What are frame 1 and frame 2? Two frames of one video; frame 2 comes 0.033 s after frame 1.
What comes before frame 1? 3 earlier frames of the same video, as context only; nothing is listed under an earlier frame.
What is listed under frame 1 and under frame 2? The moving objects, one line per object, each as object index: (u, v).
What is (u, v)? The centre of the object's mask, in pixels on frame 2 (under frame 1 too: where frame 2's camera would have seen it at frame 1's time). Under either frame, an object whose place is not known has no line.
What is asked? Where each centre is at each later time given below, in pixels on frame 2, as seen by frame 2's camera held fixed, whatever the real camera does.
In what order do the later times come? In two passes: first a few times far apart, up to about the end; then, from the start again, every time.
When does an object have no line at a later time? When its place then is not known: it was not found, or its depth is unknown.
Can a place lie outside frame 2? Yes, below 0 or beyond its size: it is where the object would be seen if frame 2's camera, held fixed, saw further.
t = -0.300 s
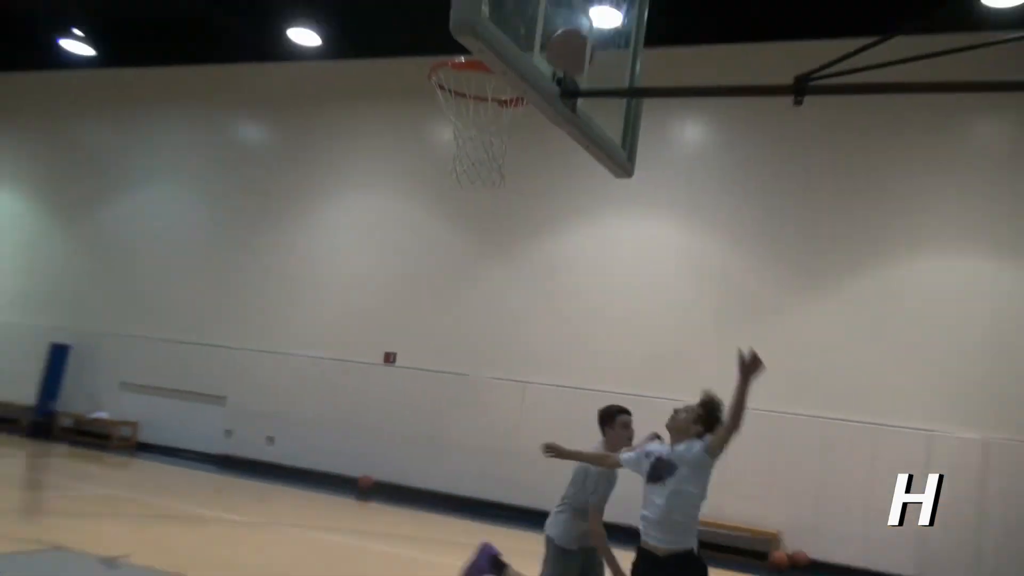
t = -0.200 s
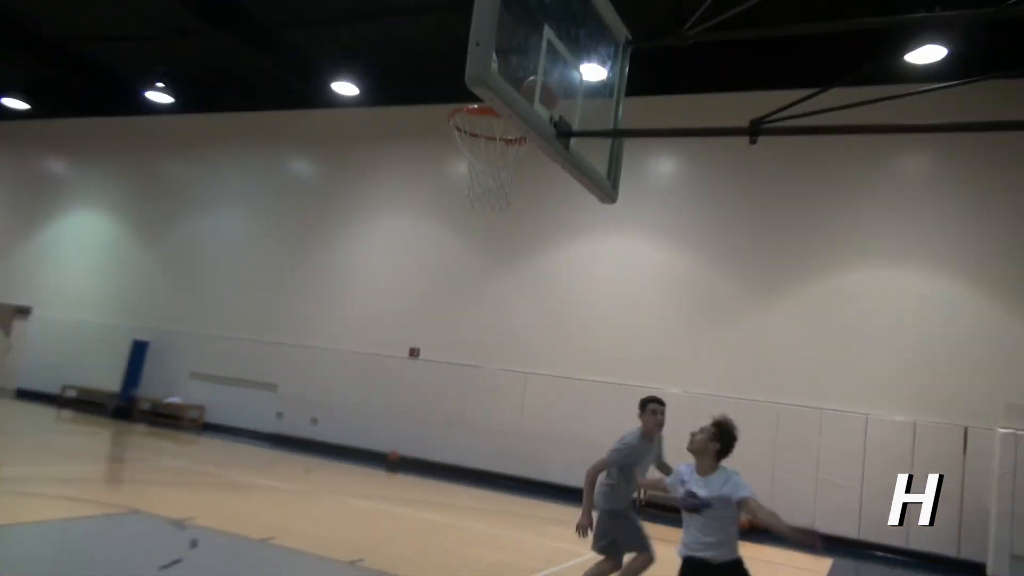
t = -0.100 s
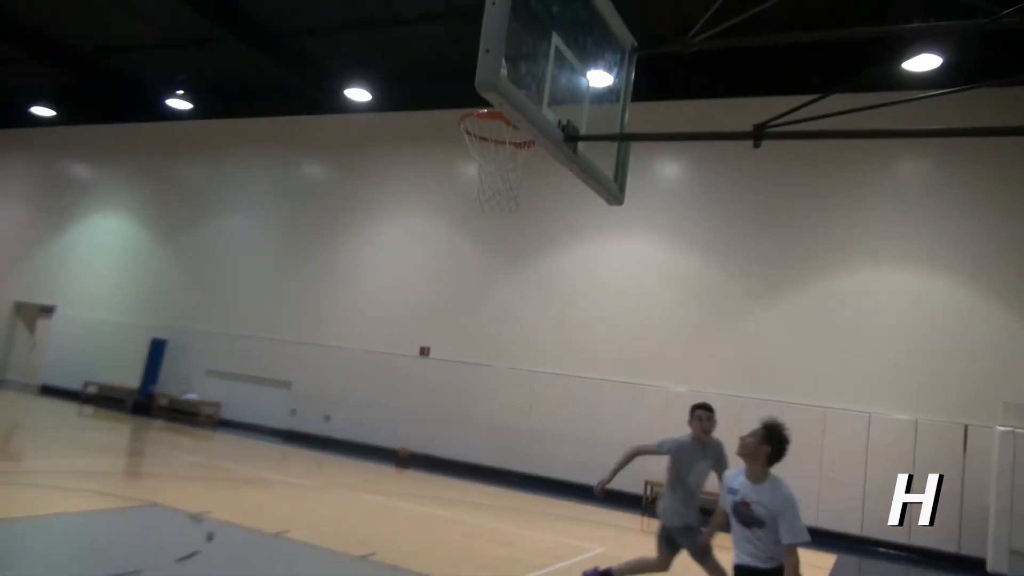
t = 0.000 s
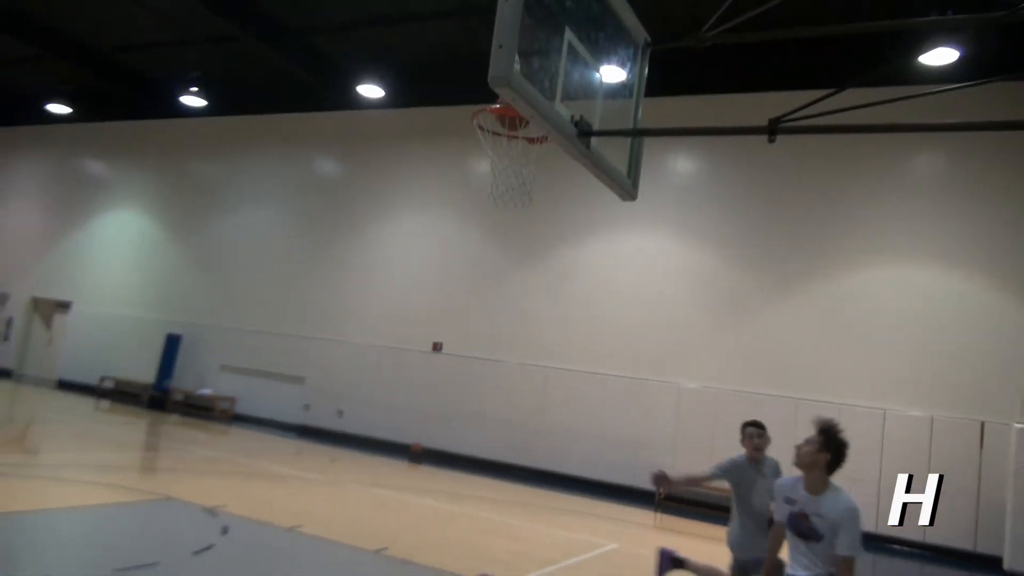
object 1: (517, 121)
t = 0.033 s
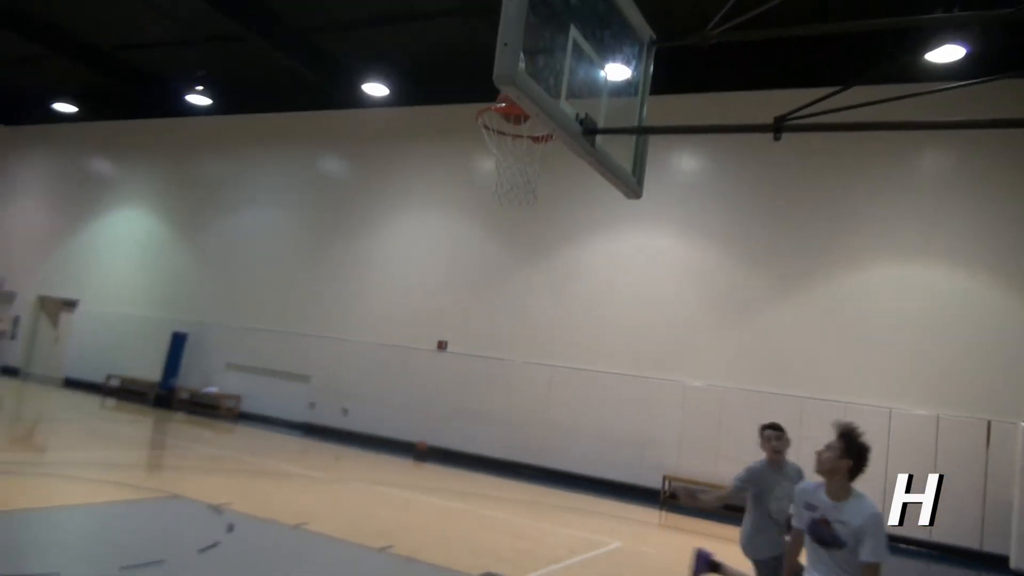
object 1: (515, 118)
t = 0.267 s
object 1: (501, 121)
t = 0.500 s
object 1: (520, 159)
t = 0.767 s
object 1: (521, 248)
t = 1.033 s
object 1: (505, 459)
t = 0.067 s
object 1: (501, 98)
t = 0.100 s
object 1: (505, 106)
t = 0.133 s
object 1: (500, 102)
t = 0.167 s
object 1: (498, 103)
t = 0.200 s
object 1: (495, 108)
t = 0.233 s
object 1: (498, 118)
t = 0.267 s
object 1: (501, 121)
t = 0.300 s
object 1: (503, 119)
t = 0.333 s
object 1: (507, 122)
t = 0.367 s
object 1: (511, 127)
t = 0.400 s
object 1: (514, 132)
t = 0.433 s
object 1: (516, 139)
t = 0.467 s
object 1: (518, 149)
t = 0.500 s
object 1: (520, 159)
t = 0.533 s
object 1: (522, 167)
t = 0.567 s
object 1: (523, 174)
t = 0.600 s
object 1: (523, 182)
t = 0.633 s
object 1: (524, 192)
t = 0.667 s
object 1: (524, 203)
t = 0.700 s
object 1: (523, 216)
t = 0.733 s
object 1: (522, 231)
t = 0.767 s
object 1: (521, 248)
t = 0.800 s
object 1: (520, 268)
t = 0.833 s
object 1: (519, 289)
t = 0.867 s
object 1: (518, 312)
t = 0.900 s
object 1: (516, 337)
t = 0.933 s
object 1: (513, 365)
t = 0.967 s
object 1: (511, 394)
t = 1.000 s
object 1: (508, 426)
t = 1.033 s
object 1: (505, 459)
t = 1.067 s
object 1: (501, 497)
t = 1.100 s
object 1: (497, 535)
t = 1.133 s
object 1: (492, 576)
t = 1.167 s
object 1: (488, 620)
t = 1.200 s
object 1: (484, 651)
